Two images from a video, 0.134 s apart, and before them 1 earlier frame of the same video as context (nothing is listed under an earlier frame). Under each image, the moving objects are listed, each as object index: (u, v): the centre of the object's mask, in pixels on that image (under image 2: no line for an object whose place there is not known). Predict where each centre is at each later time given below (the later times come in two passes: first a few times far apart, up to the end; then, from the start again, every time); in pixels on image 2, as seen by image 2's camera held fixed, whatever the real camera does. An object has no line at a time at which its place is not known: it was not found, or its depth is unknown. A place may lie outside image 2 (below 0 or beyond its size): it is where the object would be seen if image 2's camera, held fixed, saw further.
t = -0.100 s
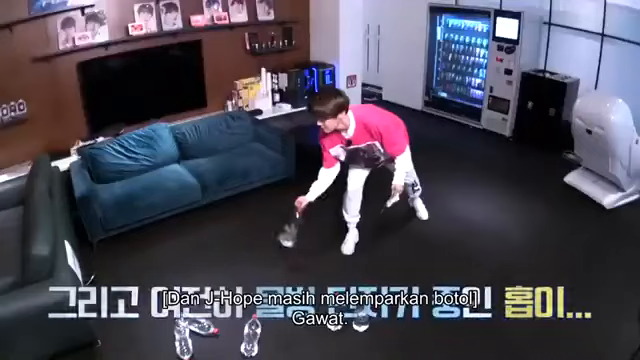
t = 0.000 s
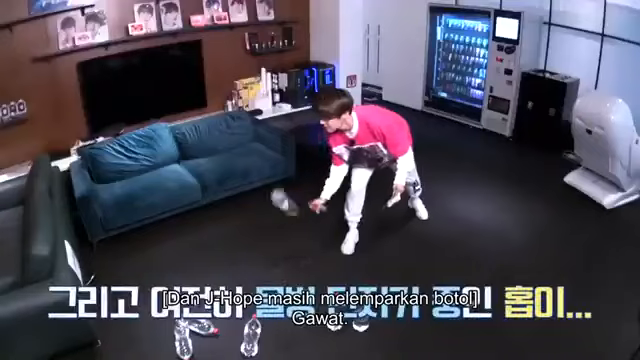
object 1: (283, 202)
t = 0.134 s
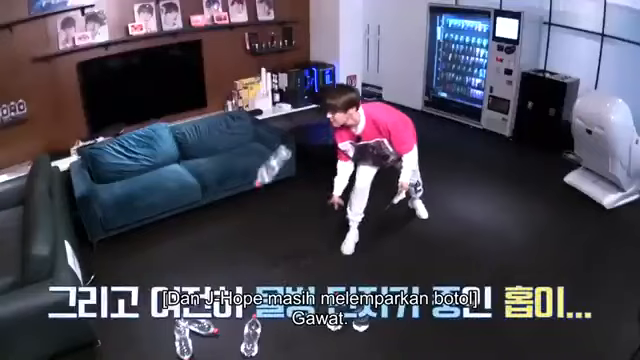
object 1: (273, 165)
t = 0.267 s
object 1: (271, 146)
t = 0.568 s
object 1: (279, 199)
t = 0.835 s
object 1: (295, 257)
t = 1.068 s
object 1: (298, 259)
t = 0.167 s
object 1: (272, 158)
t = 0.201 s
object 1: (271, 153)
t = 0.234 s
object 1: (271, 148)
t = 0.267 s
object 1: (271, 146)
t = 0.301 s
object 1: (271, 145)
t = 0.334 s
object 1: (271, 146)
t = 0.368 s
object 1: (271, 148)
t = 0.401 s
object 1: (272, 152)
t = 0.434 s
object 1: (273, 159)
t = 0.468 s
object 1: (275, 167)
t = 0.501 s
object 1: (276, 176)
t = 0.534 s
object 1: (278, 187)
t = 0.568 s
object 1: (279, 199)
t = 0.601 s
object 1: (280, 211)
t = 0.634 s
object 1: (281, 225)
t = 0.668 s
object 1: (283, 240)
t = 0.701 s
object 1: (285, 253)
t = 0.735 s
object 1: (291, 257)
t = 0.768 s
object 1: (291, 258)
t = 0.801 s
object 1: (293, 258)
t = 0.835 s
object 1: (295, 257)
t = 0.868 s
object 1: (296, 257)
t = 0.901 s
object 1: (296, 258)
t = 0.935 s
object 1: (297, 258)
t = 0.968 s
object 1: (297, 258)
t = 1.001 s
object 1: (298, 258)
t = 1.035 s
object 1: (297, 258)
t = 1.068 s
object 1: (298, 259)
